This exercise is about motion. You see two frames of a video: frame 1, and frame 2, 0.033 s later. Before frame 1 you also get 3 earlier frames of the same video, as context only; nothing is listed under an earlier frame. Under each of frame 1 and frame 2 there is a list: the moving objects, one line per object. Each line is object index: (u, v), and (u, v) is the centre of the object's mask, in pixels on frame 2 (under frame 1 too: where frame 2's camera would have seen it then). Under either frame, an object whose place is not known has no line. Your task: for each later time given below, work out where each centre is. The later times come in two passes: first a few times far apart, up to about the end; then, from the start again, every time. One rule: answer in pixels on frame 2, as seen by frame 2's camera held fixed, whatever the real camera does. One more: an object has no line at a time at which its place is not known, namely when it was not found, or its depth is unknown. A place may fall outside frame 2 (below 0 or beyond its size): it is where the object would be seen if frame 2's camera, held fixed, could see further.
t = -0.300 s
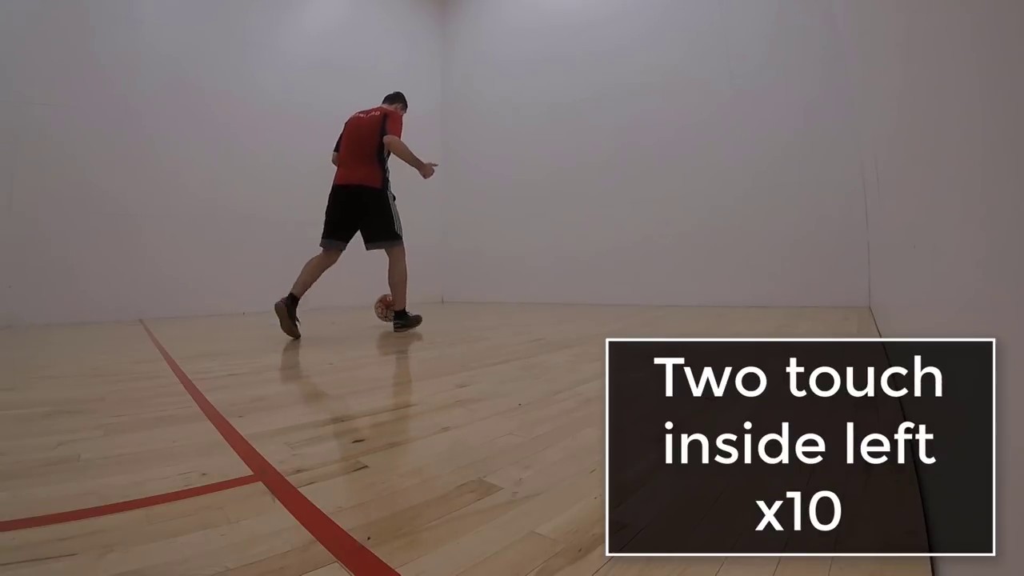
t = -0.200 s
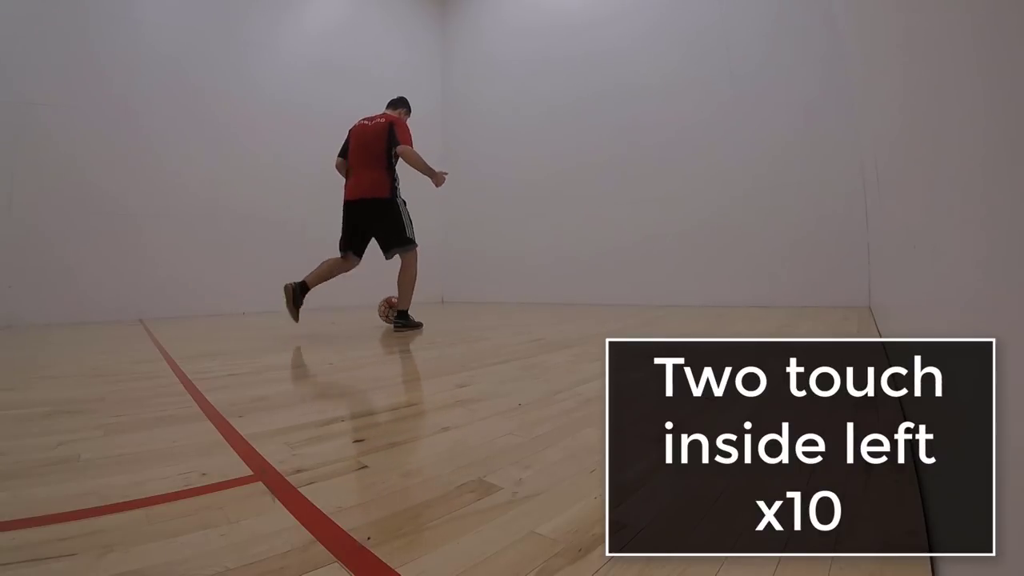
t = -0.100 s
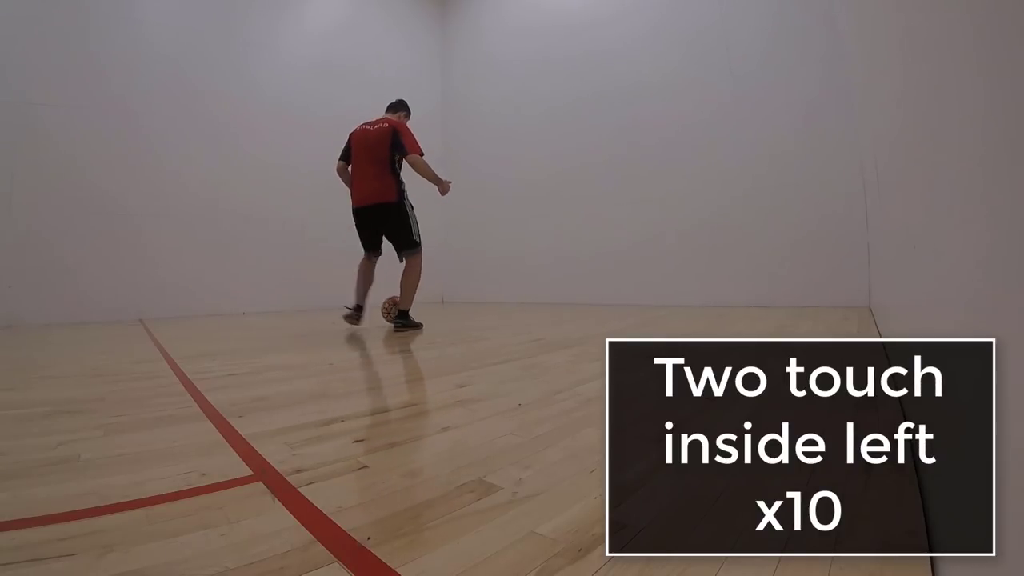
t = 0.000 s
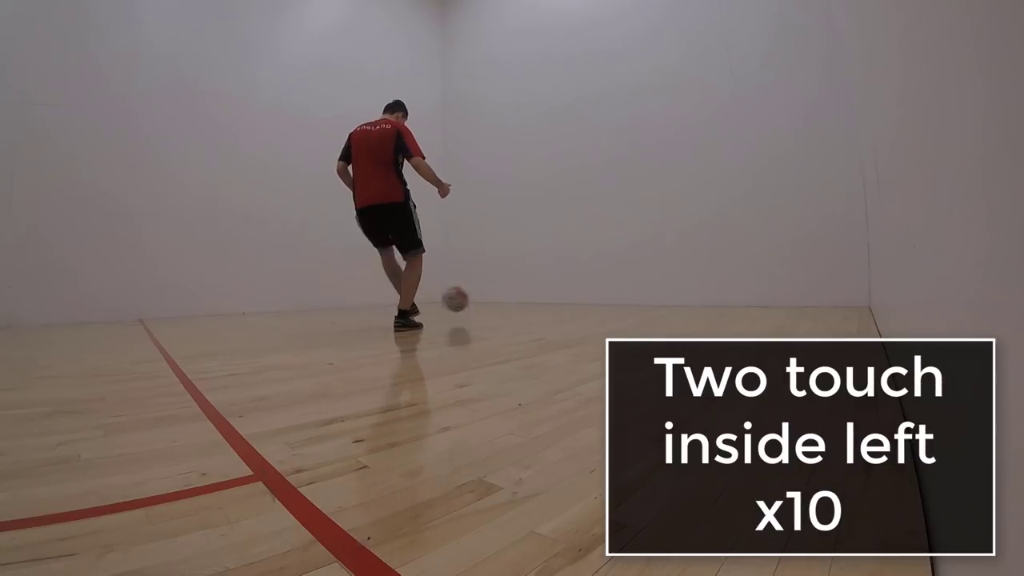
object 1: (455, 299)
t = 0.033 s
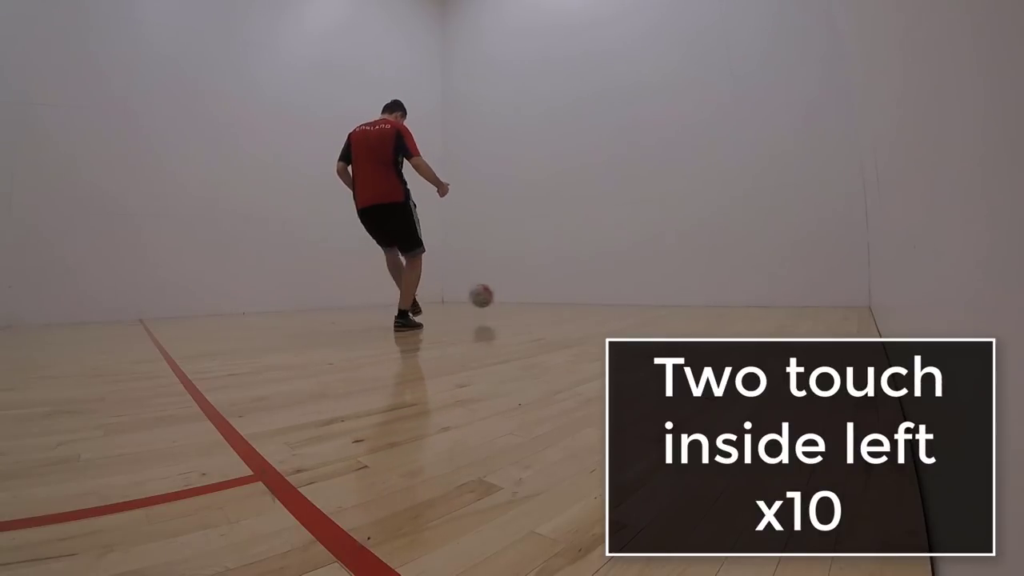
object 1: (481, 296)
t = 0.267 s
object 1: (588, 292)
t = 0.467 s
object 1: (518, 293)
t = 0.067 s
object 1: (504, 293)
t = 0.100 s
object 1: (525, 293)
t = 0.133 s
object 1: (544, 292)
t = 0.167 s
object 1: (560, 294)
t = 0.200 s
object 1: (576, 295)
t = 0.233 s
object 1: (589, 295)
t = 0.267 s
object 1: (588, 292)
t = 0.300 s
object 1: (578, 290)
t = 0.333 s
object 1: (567, 289)
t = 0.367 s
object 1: (556, 288)
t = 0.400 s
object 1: (544, 289)
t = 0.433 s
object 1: (531, 291)
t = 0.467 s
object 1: (518, 293)
